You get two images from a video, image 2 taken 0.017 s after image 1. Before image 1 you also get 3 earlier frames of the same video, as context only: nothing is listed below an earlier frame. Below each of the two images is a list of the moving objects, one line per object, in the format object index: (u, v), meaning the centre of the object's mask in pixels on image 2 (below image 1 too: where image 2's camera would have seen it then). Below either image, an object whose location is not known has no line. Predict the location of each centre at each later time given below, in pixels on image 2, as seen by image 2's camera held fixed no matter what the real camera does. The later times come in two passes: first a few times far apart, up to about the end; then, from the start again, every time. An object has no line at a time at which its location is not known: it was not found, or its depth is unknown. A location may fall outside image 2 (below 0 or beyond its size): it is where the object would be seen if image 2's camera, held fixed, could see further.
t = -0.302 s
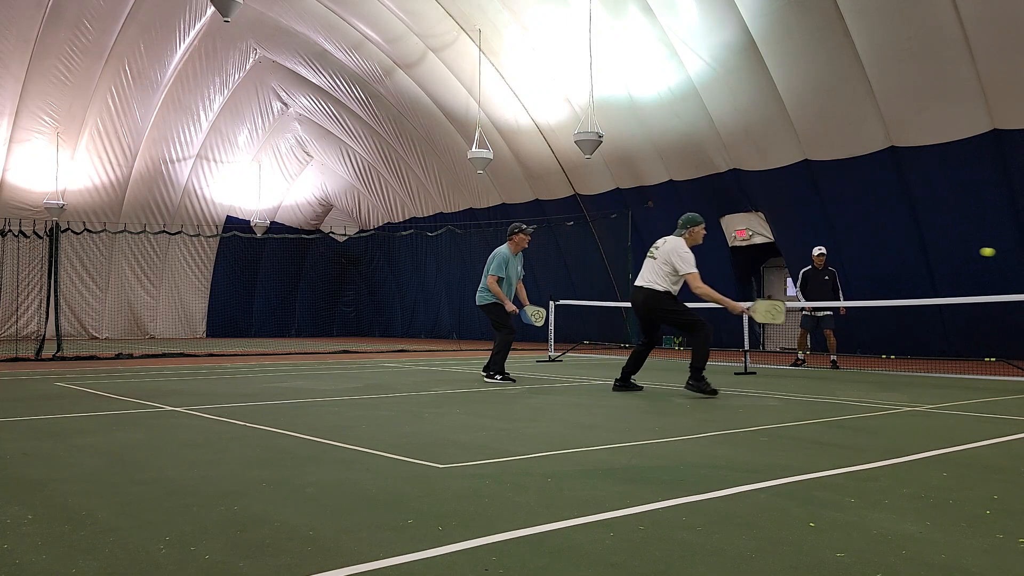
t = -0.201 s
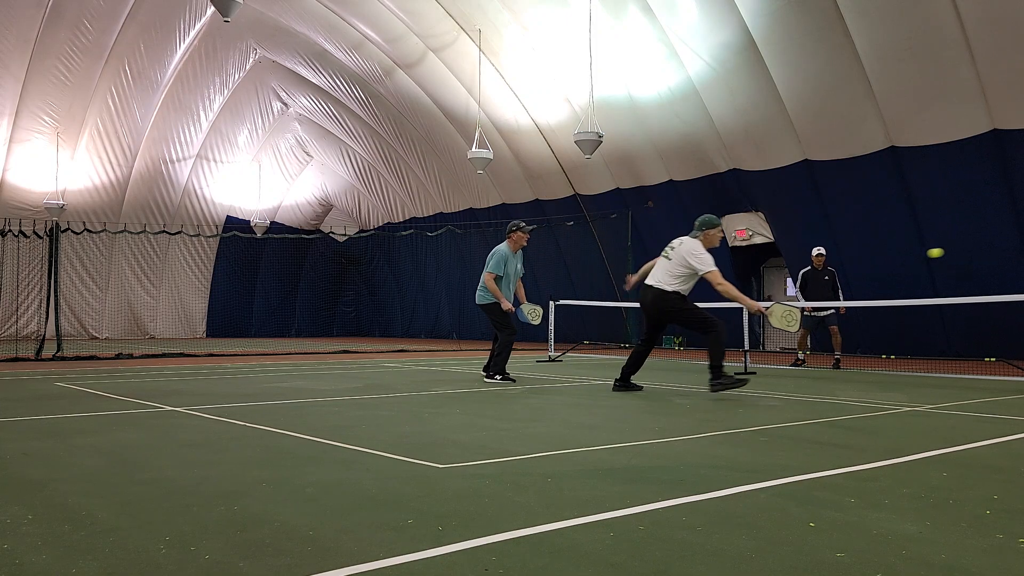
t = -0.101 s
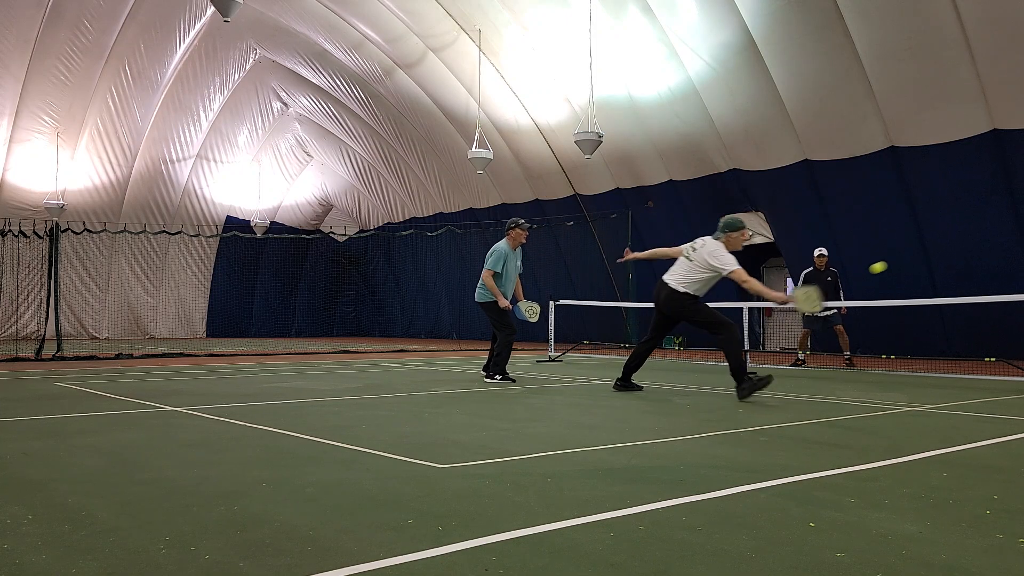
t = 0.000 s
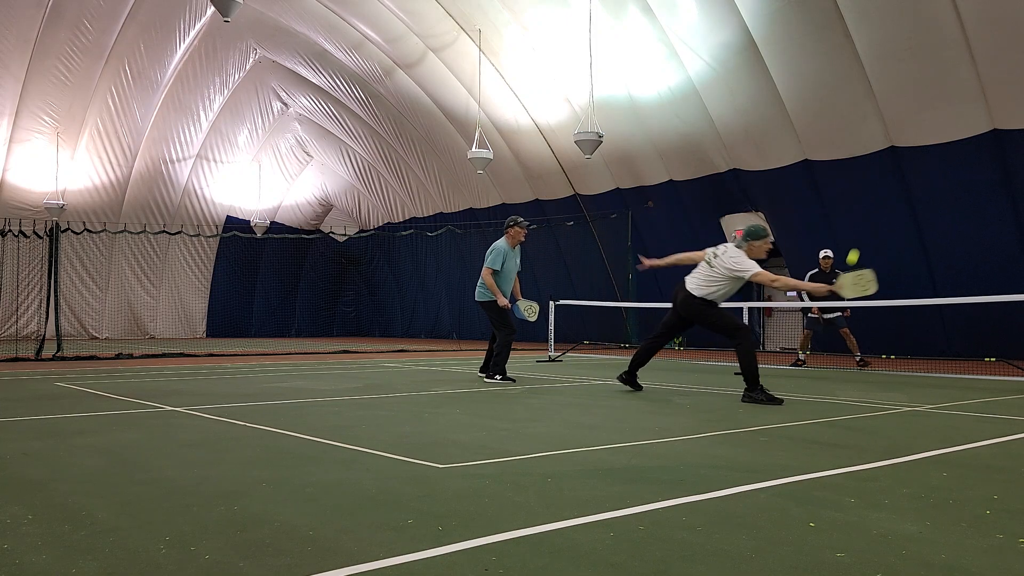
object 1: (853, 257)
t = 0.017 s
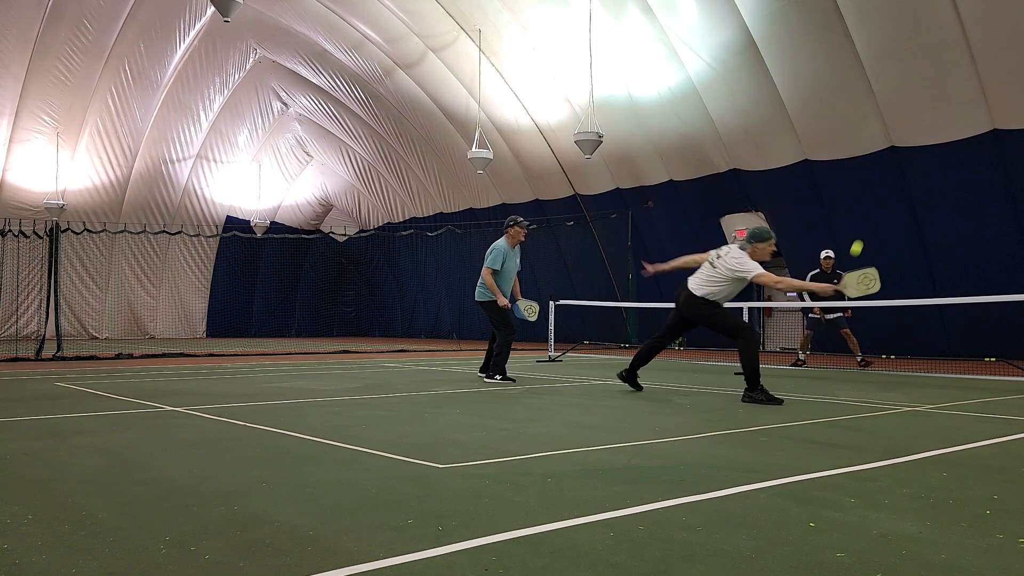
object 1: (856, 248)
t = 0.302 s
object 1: (899, 174)
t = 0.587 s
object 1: (921, 196)
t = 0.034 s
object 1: (860, 240)
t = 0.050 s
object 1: (863, 232)
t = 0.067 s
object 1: (866, 225)
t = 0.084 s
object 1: (869, 218)
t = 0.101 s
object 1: (872, 212)
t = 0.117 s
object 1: (875, 207)
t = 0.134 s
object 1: (878, 202)
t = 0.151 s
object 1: (880, 197)
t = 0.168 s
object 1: (883, 193)
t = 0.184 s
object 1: (885, 189)
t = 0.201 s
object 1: (887, 186)
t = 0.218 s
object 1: (890, 183)
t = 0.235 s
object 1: (892, 180)
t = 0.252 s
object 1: (893, 178)
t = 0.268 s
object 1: (895, 177)
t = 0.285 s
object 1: (897, 175)
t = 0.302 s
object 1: (899, 174)
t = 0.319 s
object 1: (901, 173)
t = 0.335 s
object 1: (902, 173)
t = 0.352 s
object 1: (904, 172)
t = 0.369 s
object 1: (905, 172)
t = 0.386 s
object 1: (907, 173)
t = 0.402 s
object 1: (908, 174)
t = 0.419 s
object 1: (910, 174)
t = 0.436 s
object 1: (911, 175)
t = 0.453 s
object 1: (912, 177)
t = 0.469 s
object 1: (913, 178)
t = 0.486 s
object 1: (914, 180)
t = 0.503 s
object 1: (916, 182)
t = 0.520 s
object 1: (917, 184)
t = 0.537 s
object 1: (918, 187)
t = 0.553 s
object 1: (919, 190)
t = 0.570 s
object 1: (920, 193)
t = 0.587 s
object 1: (921, 196)
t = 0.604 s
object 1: (922, 199)
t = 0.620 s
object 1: (923, 202)
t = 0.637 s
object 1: (923, 206)
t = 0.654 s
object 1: (924, 210)
